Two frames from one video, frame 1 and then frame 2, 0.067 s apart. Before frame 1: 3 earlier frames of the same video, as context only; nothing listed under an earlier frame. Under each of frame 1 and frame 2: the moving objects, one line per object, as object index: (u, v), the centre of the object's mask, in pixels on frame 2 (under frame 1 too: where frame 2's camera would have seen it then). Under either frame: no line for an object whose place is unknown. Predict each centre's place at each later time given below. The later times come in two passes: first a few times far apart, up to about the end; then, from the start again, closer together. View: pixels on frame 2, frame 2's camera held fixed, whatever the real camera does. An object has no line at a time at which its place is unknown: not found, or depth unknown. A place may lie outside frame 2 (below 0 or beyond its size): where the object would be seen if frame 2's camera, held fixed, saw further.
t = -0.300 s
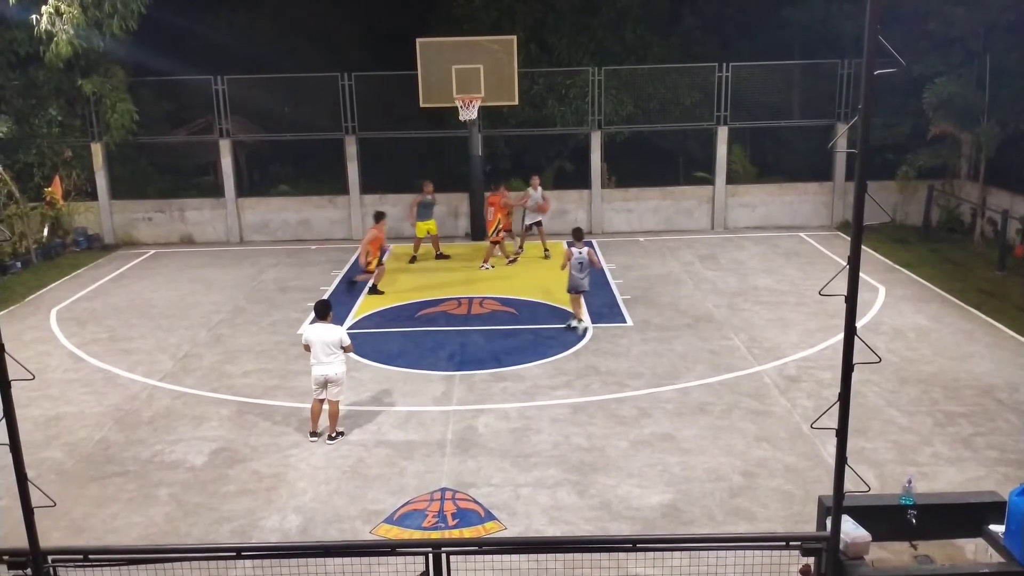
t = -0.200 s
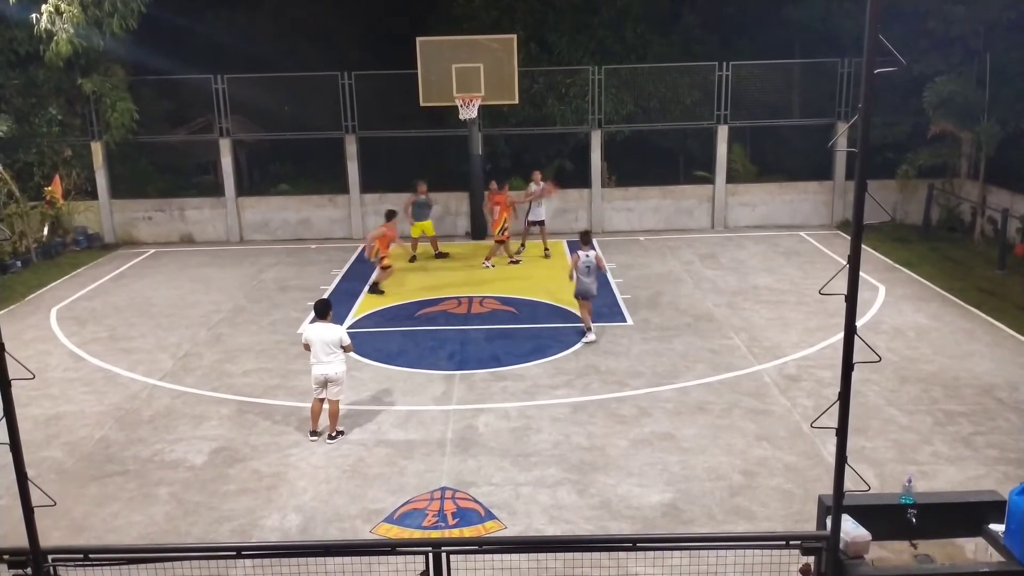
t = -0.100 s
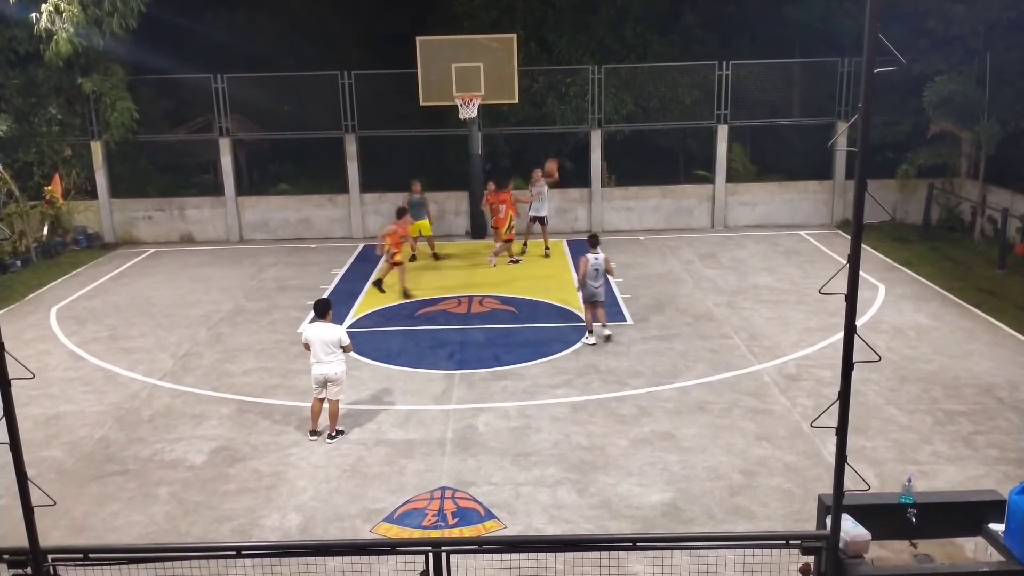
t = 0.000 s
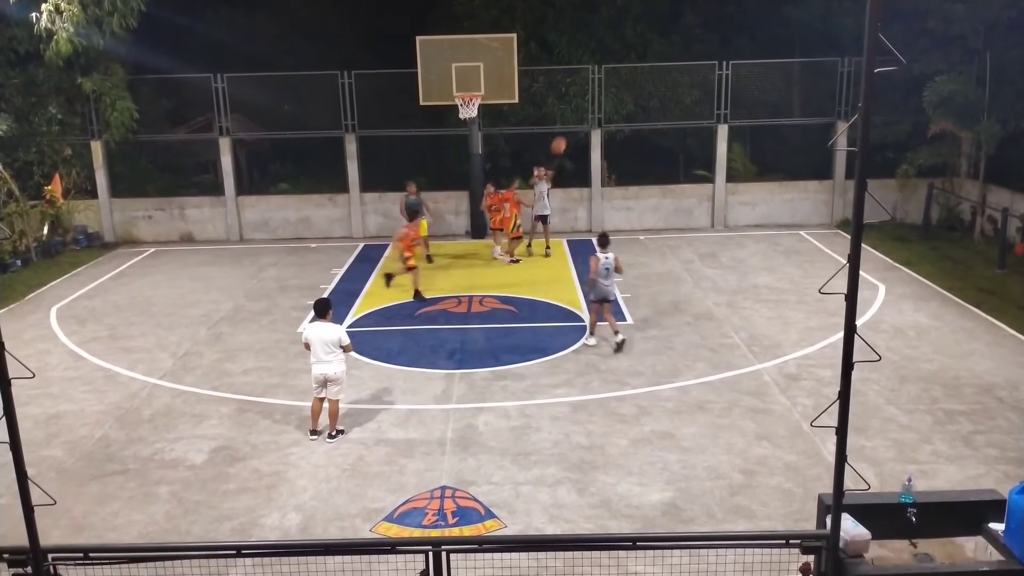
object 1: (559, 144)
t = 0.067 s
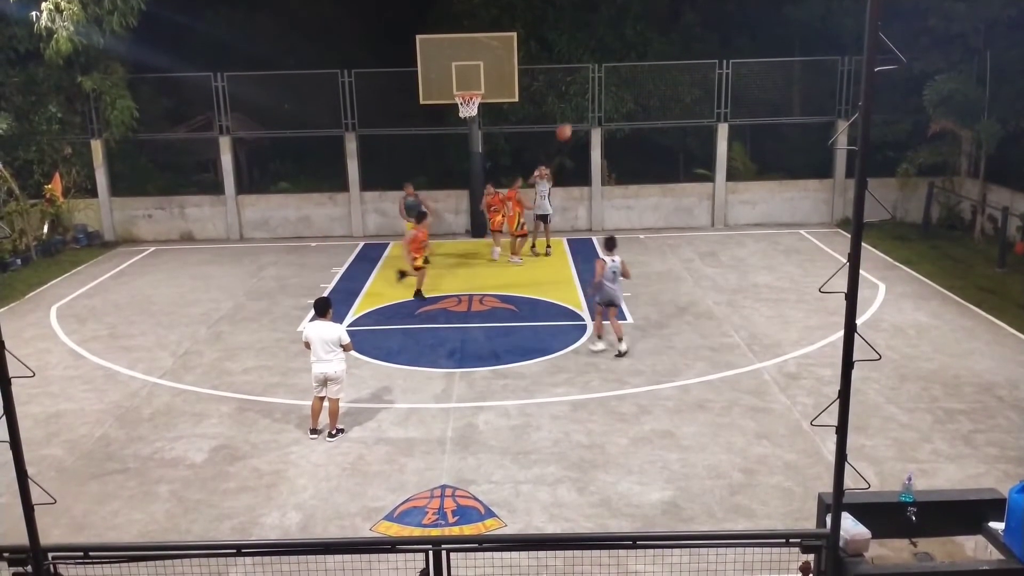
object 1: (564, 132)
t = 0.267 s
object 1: (582, 107)
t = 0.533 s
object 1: (614, 112)
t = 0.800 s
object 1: (653, 176)
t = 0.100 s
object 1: (567, 126)
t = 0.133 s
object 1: (571, 121)
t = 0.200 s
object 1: (577, 113)
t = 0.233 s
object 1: (580, 110)
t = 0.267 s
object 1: (582, 107)
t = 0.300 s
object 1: (586, 105)
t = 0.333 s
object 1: (590, 104)
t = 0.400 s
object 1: (598, 103)
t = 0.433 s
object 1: (601, 104)
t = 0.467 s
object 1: (606, 106)
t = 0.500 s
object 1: (610, 108)
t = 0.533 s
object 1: (614, 112)
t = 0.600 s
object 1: (624, 122)
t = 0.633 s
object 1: (628, 128)
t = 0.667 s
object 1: (633, 136)
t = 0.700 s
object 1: (638, 145)
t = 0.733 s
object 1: (643, 155)
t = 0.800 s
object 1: (653, 176)
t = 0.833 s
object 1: (659, 191)
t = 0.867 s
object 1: (665, 209)
